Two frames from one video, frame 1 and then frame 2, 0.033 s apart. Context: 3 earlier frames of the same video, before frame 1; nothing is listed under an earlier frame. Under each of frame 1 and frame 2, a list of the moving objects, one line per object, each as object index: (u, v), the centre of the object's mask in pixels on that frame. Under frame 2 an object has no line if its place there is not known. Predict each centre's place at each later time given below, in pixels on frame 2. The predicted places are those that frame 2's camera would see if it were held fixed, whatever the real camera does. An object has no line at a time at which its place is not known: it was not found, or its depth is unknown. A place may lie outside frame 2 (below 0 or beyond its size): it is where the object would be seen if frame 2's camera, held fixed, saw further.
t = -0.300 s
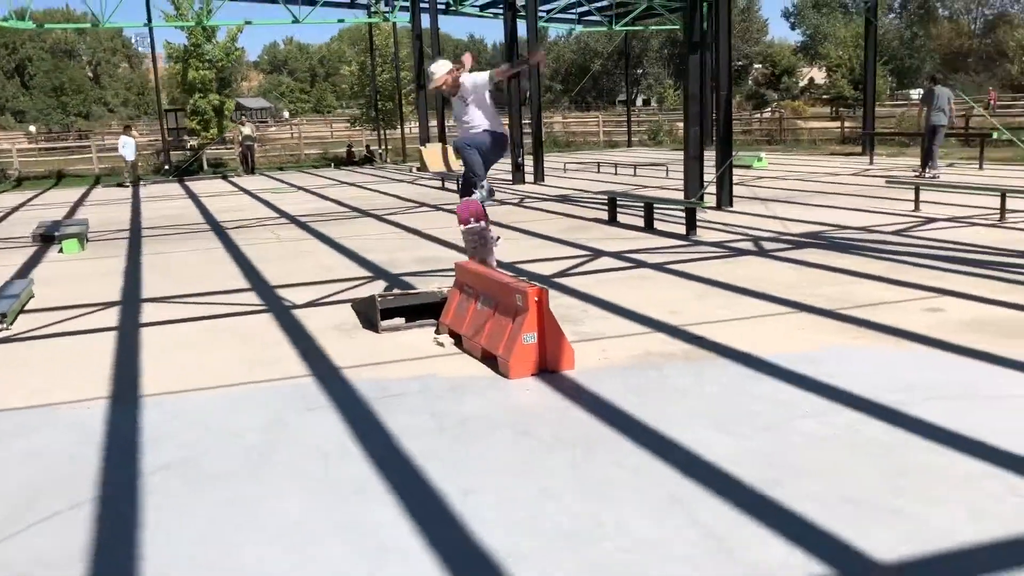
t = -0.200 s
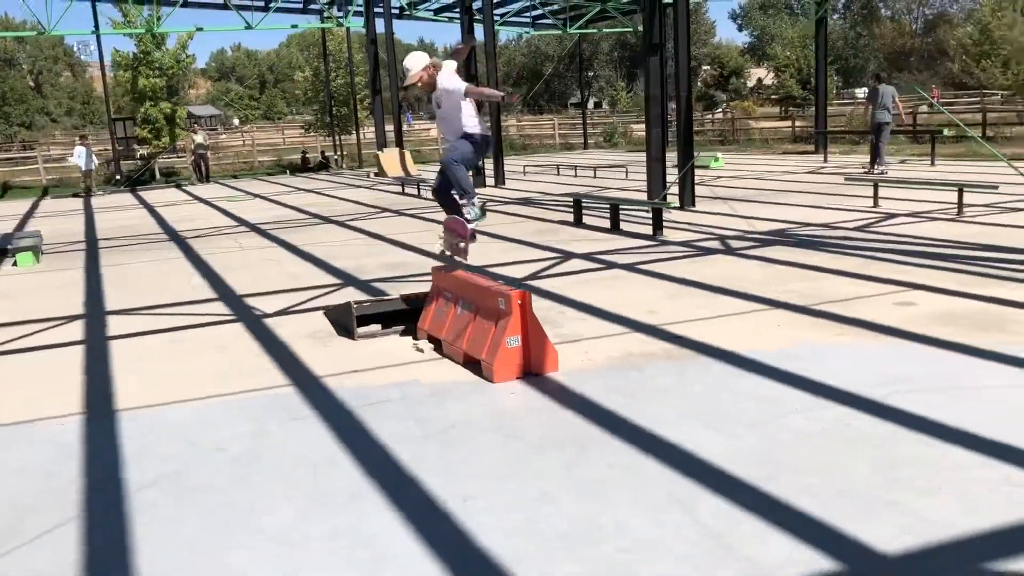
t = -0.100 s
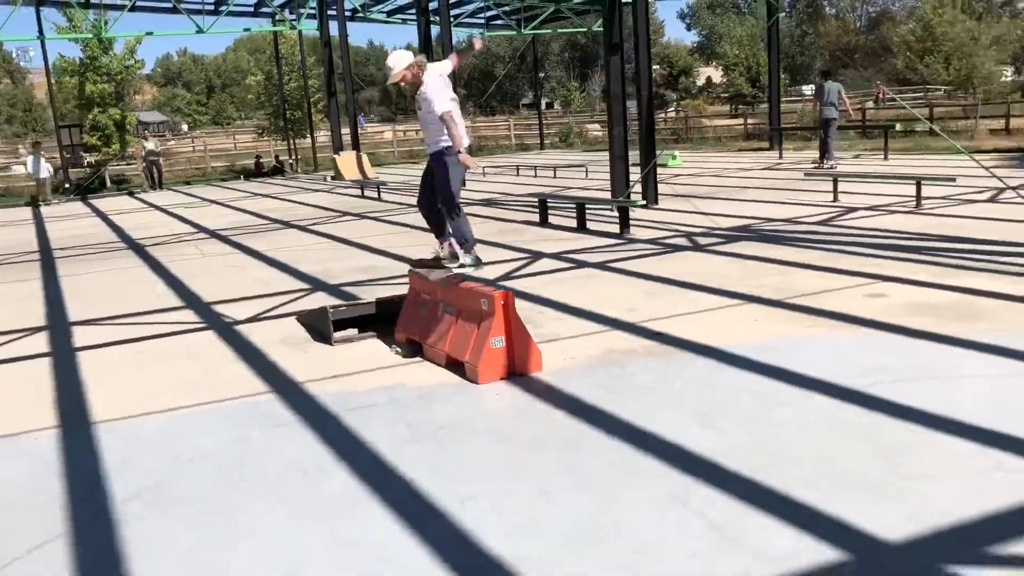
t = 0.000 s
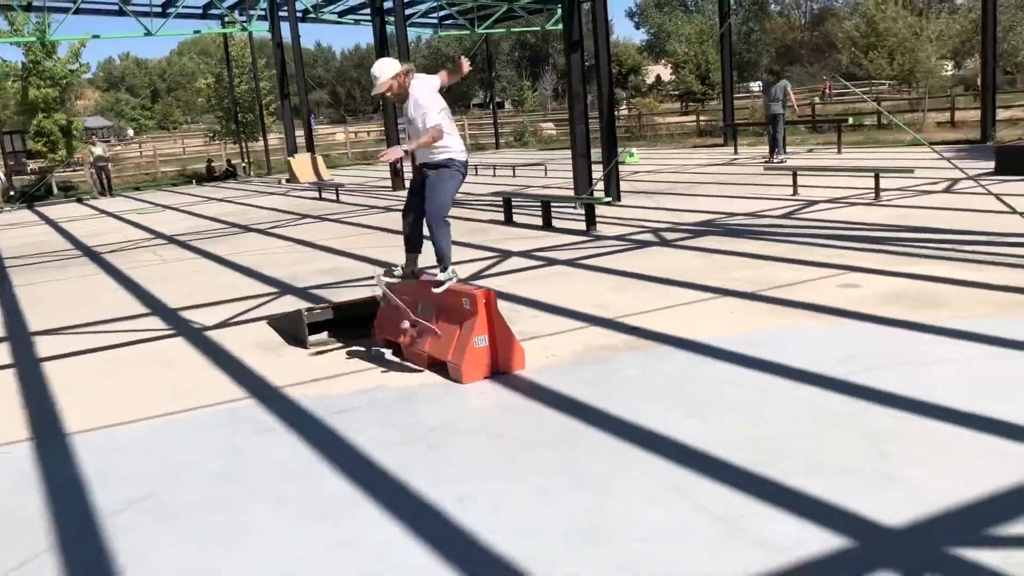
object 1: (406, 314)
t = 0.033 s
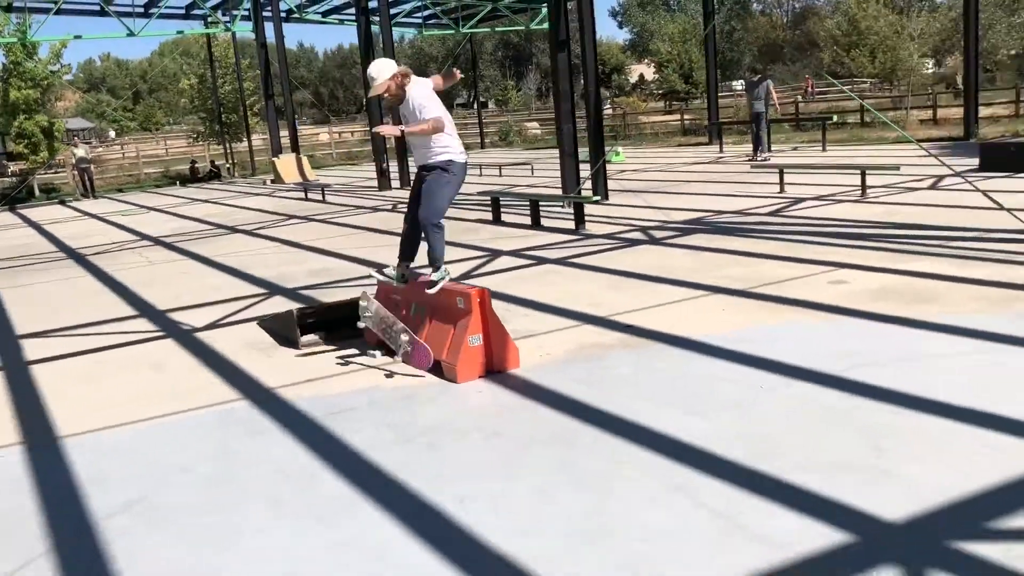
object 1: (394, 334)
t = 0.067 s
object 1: (384, 348)
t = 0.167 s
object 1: (355, 377)
